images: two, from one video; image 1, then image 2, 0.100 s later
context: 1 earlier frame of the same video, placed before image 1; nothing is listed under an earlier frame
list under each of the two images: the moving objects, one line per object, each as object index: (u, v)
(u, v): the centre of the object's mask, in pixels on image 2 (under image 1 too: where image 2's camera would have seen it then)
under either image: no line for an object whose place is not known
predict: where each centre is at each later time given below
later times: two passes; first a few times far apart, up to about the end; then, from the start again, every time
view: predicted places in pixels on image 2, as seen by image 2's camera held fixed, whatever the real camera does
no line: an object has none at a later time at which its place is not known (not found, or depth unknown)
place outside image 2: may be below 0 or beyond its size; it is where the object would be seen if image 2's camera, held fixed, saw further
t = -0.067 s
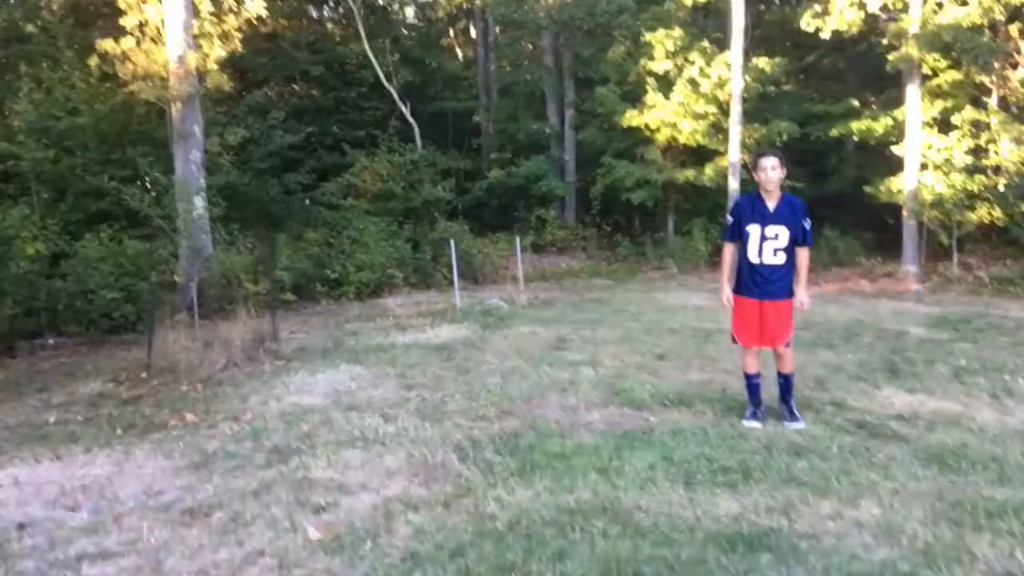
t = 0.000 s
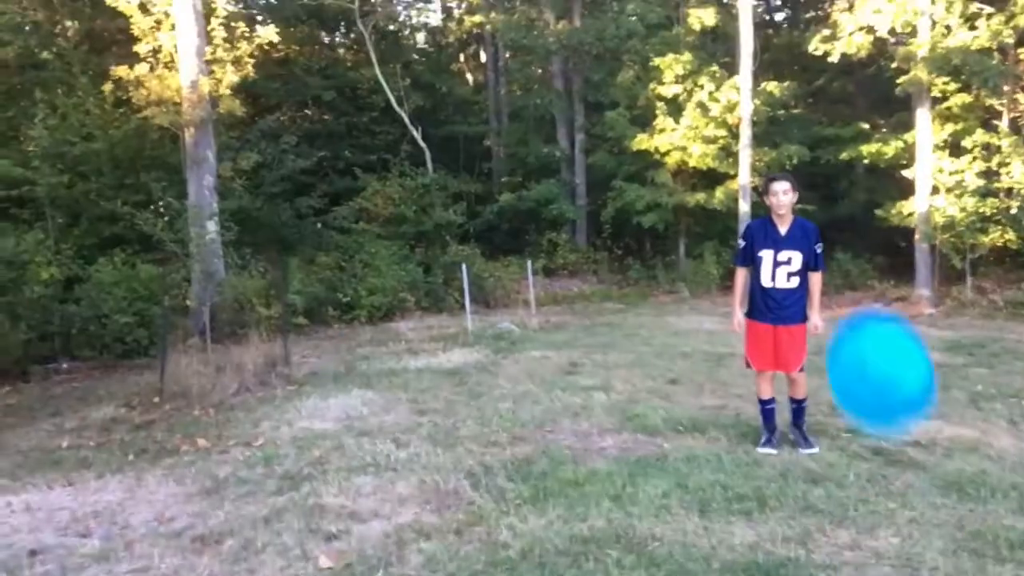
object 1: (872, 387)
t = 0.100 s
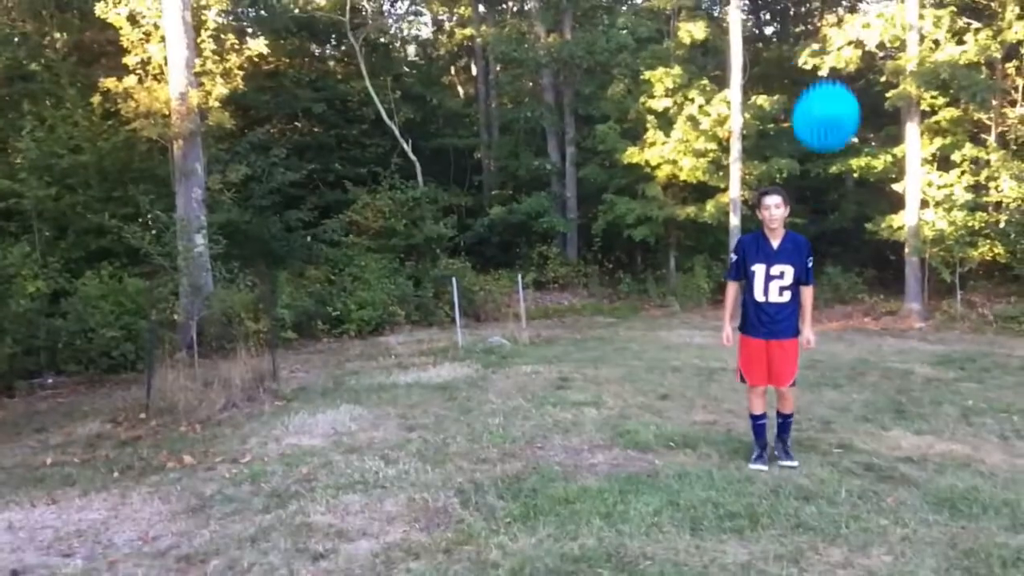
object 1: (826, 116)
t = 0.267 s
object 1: (789, 54)
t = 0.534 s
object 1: (765, 136)
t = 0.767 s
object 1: (761, 172)
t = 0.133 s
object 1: (816, 83)
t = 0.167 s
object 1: (807, 63)
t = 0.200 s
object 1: (800, 53)
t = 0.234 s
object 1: (795, 50)
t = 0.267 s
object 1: (789, 54)
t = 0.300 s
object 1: (784, 62)
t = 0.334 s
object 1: (780, 73)
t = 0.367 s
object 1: (776, 87)
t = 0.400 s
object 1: (772, 104)
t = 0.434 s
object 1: (768, 122)
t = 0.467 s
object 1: (767, 126)
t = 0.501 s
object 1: (766, 131)
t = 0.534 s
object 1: (765, 136)
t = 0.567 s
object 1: (765, 141)
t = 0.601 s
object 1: (764, 146)
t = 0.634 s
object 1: (763, 151)
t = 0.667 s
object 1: (762, 155)
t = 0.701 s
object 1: (762, 161)
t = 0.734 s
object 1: (762, 166)
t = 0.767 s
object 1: (761, 172)
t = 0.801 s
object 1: (761, 177)
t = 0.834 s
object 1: (761, 183)
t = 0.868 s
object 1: (761, 187)
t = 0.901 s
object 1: (760, 193)
